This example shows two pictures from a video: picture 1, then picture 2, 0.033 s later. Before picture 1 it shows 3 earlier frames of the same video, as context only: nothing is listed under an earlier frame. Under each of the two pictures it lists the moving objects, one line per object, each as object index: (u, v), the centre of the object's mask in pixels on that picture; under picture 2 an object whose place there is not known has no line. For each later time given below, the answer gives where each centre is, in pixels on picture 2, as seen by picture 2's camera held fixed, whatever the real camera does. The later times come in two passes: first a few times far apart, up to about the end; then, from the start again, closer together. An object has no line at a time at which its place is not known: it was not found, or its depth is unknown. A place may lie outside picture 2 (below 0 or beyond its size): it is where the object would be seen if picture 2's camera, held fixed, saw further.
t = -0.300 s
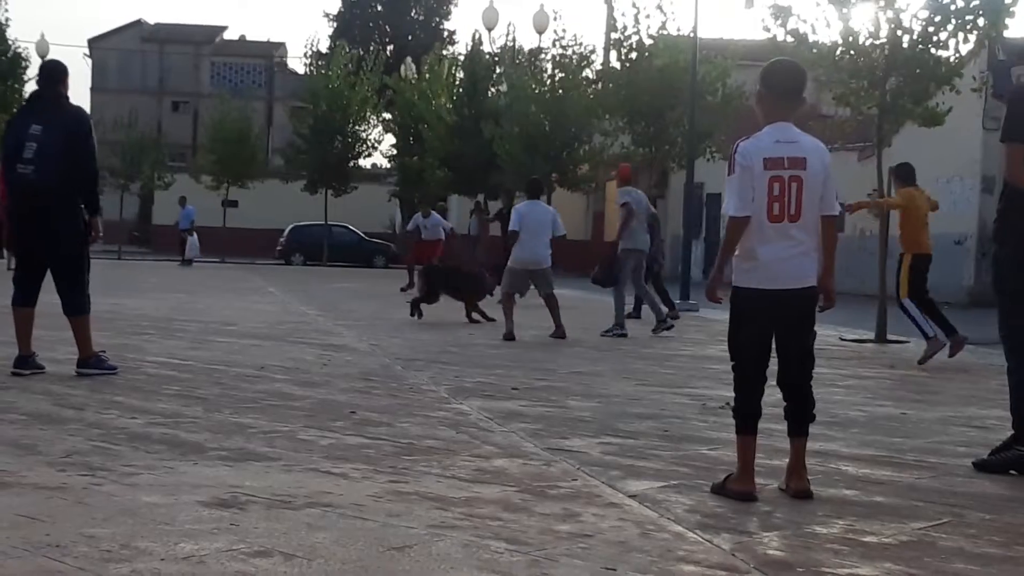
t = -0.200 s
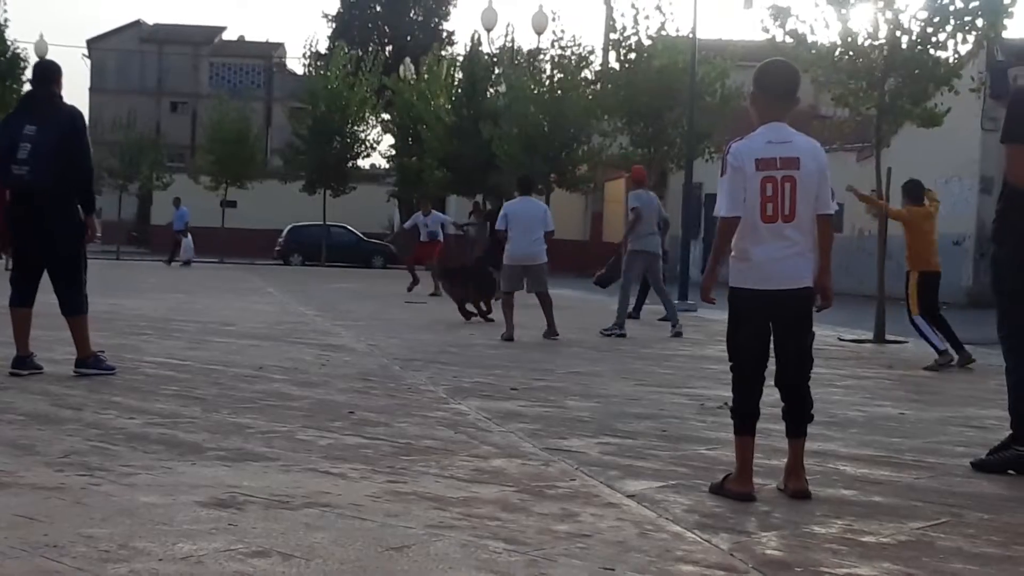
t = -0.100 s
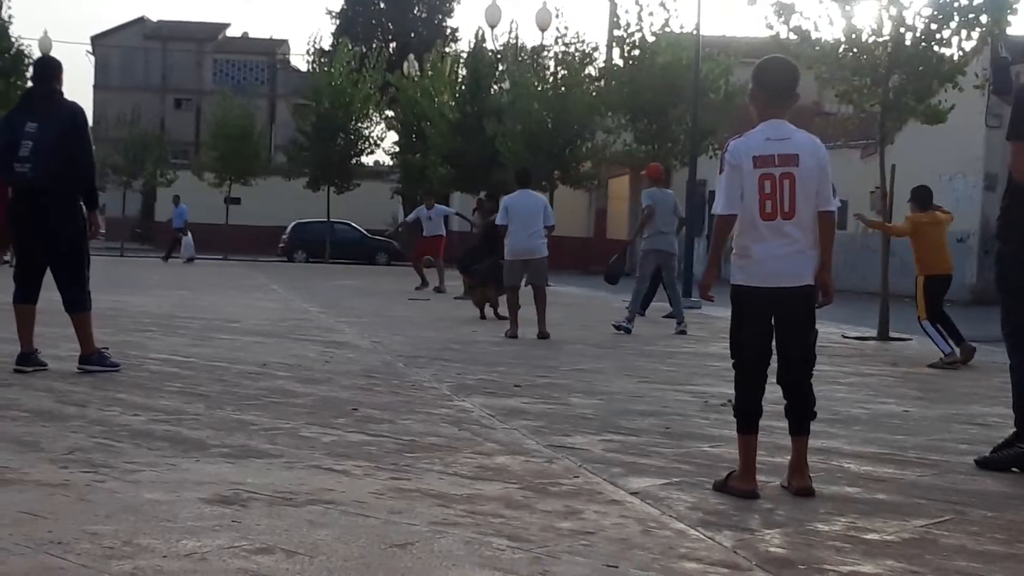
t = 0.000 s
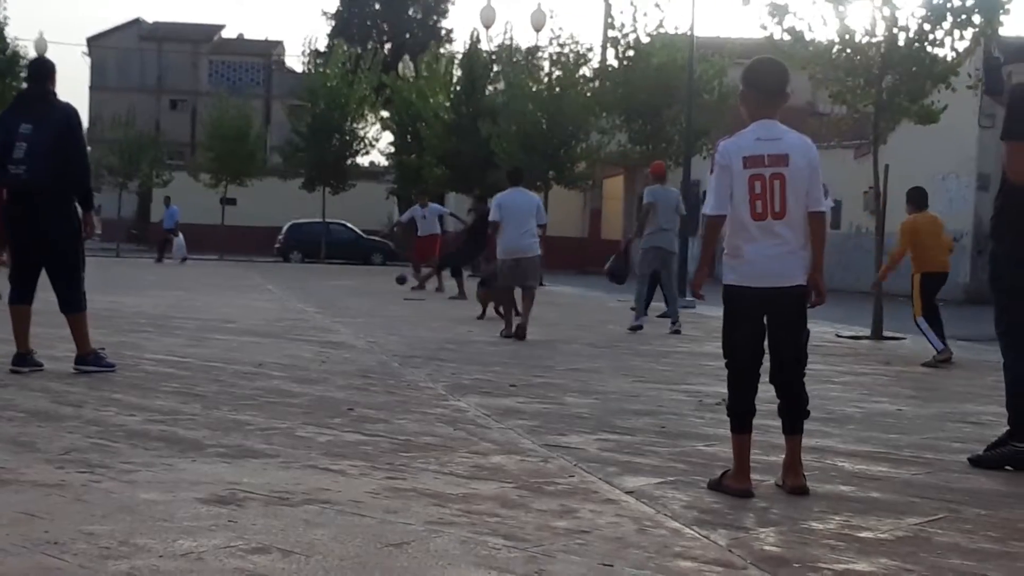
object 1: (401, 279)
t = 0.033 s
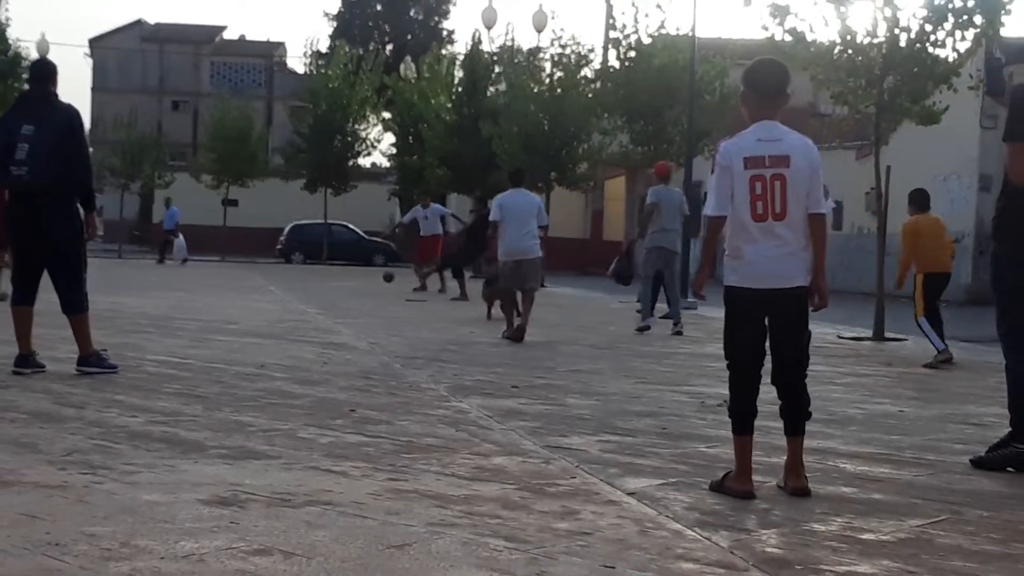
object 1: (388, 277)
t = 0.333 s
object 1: (262, 279)
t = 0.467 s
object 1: (221, 279)
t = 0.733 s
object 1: (154, 277)
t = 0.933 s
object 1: (108, 276)
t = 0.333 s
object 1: (262, 279)
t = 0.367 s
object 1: (249, 284)
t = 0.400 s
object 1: (238, 285)
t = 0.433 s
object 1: (230, 281)
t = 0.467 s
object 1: (221, 279)
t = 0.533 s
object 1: (204, 277)
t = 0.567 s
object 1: (194, 277)
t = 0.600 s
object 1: (186, 278)
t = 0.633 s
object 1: (177, 279)
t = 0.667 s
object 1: (169, 281)
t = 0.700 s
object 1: (161, 279)
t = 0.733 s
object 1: (154, 277)
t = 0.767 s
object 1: (146, 276)
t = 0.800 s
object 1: (138, 276)
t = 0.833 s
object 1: (130, 277)
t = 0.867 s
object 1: (123, 278)
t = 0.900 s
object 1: (115, 276)
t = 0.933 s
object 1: (108, 276)
